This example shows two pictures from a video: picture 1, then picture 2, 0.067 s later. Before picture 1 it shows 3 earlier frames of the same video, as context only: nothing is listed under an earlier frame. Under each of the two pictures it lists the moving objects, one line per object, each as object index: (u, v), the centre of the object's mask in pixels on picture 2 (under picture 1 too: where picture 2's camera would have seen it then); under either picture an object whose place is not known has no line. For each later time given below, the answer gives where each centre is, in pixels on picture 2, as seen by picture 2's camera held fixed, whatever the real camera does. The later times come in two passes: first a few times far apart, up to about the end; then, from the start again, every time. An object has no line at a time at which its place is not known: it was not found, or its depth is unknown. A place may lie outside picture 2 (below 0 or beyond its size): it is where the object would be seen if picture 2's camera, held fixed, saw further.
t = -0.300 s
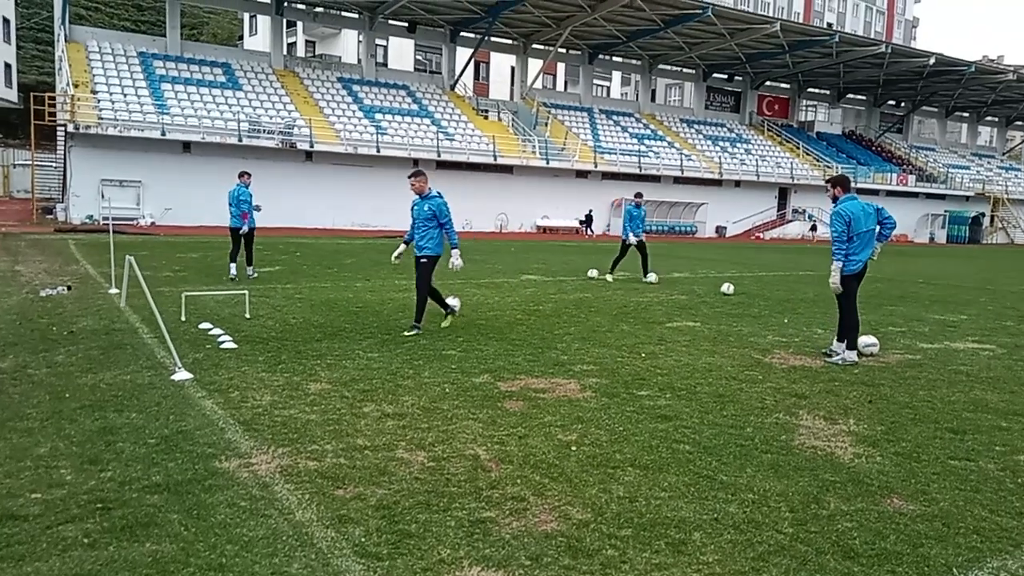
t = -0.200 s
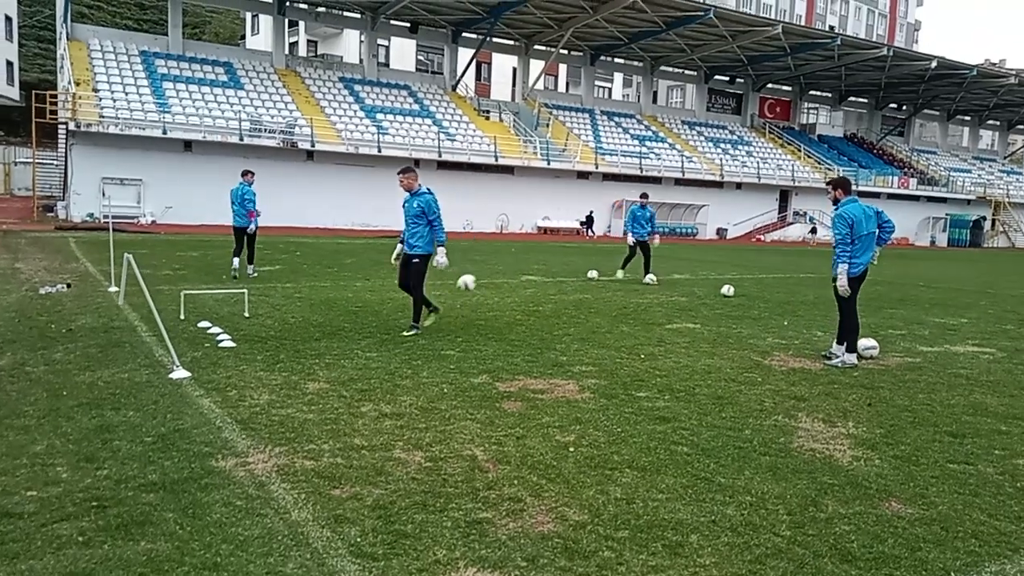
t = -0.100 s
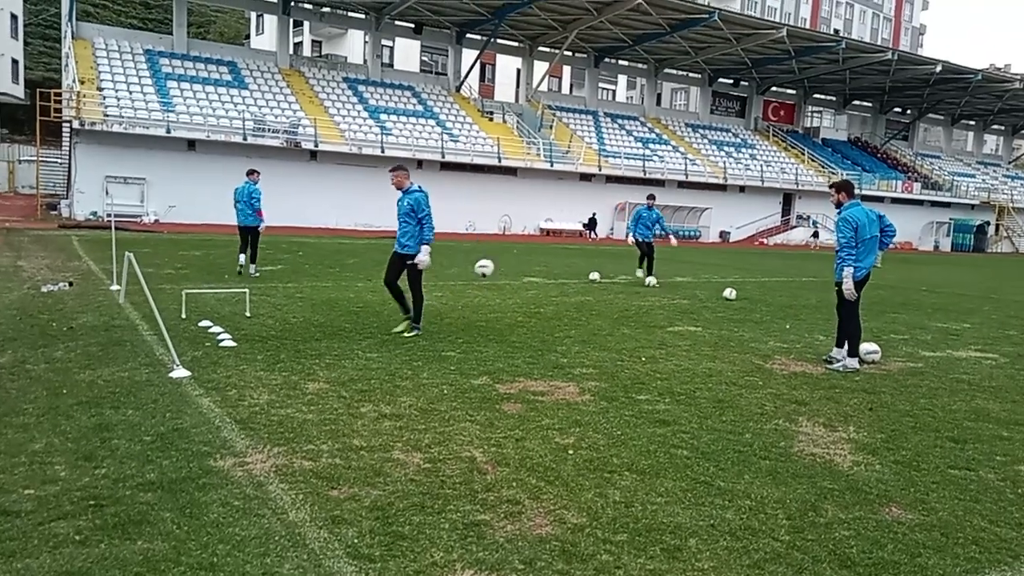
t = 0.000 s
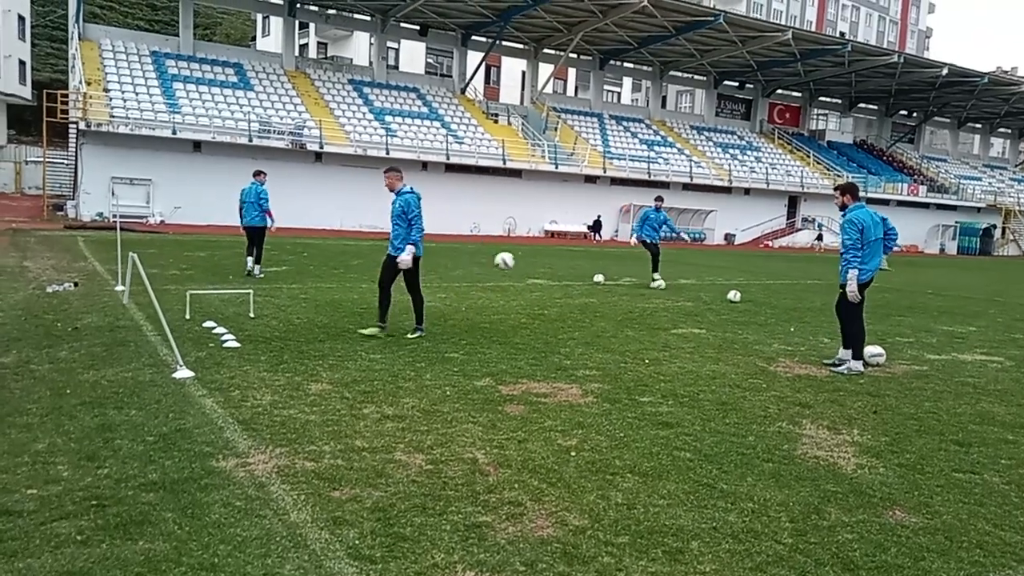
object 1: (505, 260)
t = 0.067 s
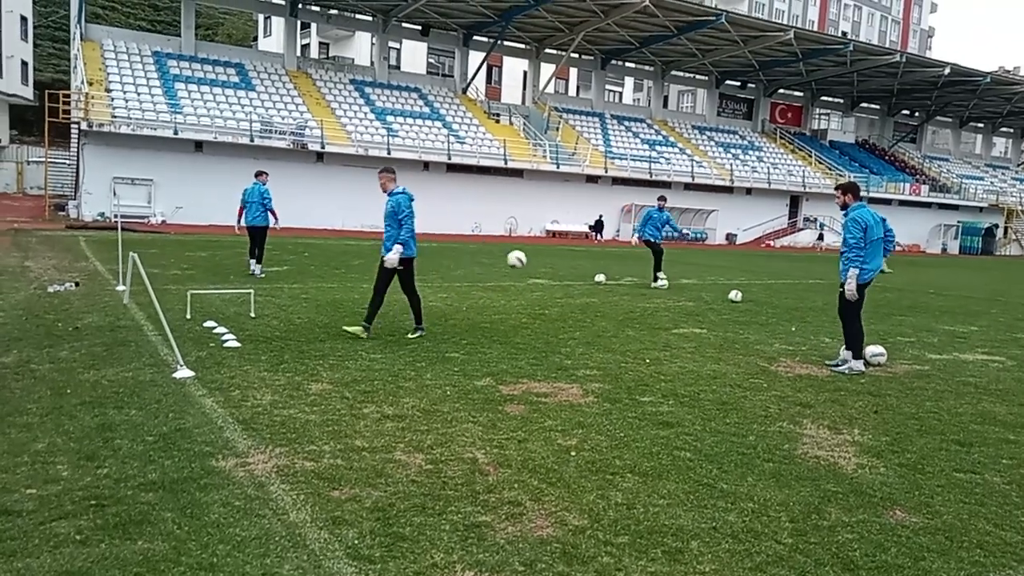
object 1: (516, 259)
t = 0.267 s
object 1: (550, 277)
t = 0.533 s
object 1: (597, 325)
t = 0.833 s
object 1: (661, 319)
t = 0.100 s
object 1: (522, 260)
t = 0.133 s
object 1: (527, 261)
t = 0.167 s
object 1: (532, 263)
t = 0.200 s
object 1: (538, 267)
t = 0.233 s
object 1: (544, 272)
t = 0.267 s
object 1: (550, 277)
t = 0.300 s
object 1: (555, 283)
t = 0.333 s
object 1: (561, 290)
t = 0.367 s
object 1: (566, 300)
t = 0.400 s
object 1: (572, 309)
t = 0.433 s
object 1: (578, 320)
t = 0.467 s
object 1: (583, 332)
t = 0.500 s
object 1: (590, 331)
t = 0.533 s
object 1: (597, 325)
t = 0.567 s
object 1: (603, 320)
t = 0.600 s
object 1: (610, 317)
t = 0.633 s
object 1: (618, 314)
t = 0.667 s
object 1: (625, 312)
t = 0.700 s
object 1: (632, 312)
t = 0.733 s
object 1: (639, 312)
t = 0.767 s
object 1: (646, 313)
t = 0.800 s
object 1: (653, 315)
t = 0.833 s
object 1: (661, 319)
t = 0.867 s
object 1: (668, 323)
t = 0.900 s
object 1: (676, 329)
